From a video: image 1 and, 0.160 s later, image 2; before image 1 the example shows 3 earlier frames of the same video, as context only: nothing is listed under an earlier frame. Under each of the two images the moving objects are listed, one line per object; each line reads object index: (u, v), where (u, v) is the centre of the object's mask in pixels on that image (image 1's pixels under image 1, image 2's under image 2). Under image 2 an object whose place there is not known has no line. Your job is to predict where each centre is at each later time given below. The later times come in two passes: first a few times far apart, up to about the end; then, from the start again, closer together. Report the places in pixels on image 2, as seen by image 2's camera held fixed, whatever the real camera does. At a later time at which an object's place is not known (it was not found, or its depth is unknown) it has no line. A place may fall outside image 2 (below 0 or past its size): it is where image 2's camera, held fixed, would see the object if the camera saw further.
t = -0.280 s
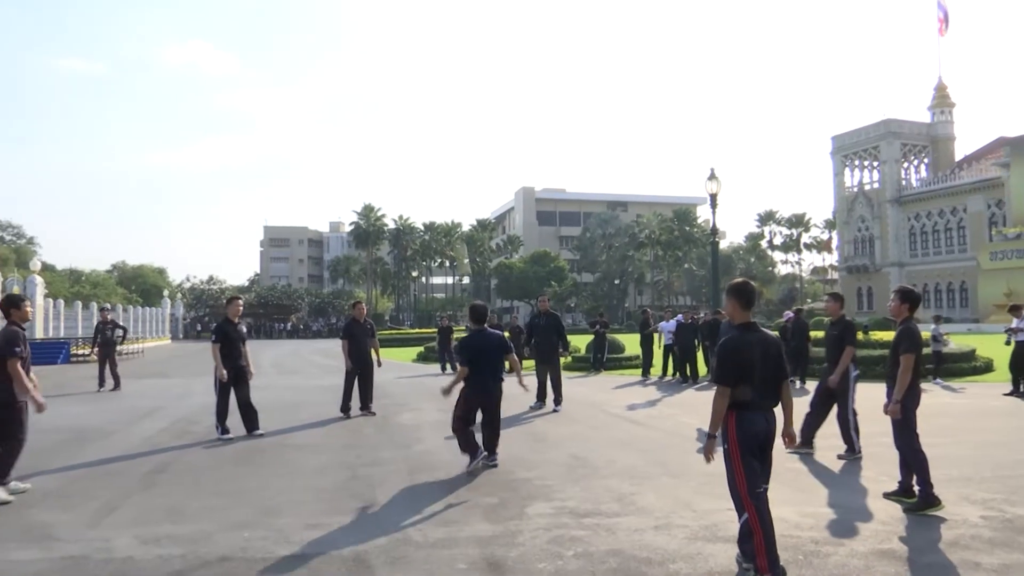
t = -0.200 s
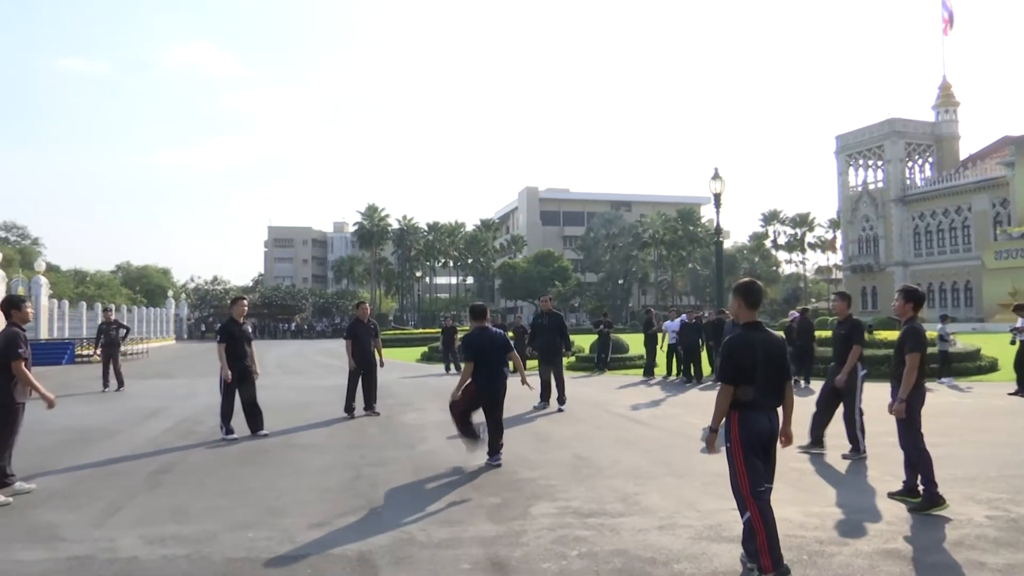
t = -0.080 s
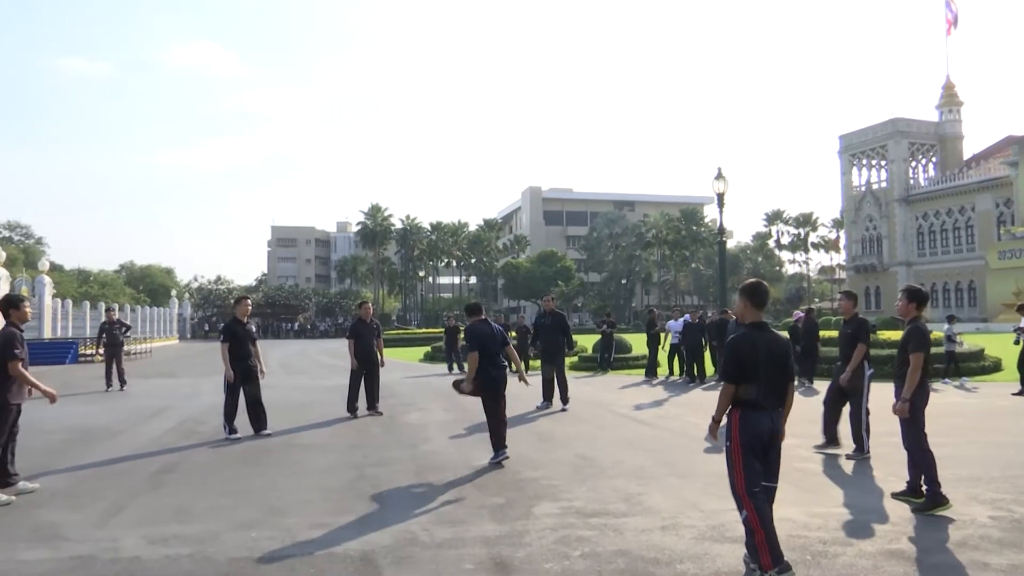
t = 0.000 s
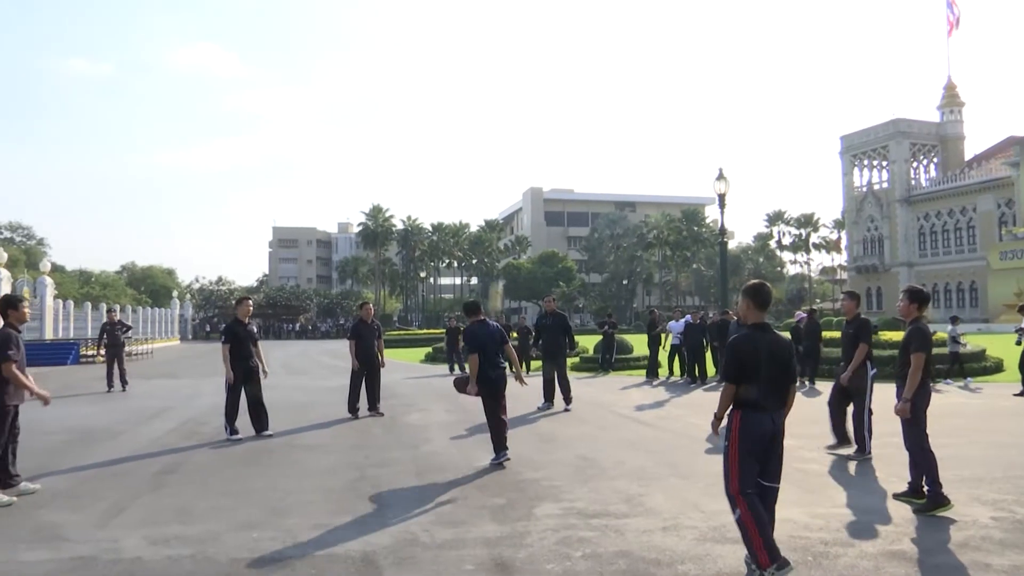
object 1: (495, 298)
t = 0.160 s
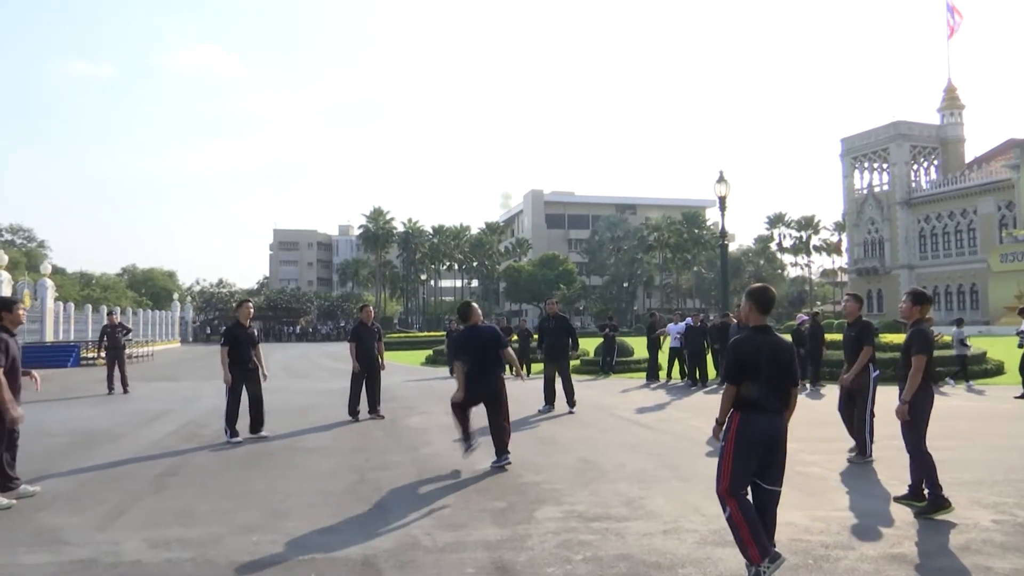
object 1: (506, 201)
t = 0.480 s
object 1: (528, 64)
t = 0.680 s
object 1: (544, 29)
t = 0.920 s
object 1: (567, 52)
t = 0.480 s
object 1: (528, 64)
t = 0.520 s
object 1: (531, 53)
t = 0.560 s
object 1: (534, 44)
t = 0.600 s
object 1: (537, 38)
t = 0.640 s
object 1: (541, 33)
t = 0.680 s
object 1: (544, 29)
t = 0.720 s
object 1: (547, 28)
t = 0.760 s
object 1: (551, 28)
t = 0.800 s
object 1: (554, 31)
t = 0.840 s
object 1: (558, 35)
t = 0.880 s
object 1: (562, 42)
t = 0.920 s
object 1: (567, 52)
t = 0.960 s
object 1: (571, 63)
